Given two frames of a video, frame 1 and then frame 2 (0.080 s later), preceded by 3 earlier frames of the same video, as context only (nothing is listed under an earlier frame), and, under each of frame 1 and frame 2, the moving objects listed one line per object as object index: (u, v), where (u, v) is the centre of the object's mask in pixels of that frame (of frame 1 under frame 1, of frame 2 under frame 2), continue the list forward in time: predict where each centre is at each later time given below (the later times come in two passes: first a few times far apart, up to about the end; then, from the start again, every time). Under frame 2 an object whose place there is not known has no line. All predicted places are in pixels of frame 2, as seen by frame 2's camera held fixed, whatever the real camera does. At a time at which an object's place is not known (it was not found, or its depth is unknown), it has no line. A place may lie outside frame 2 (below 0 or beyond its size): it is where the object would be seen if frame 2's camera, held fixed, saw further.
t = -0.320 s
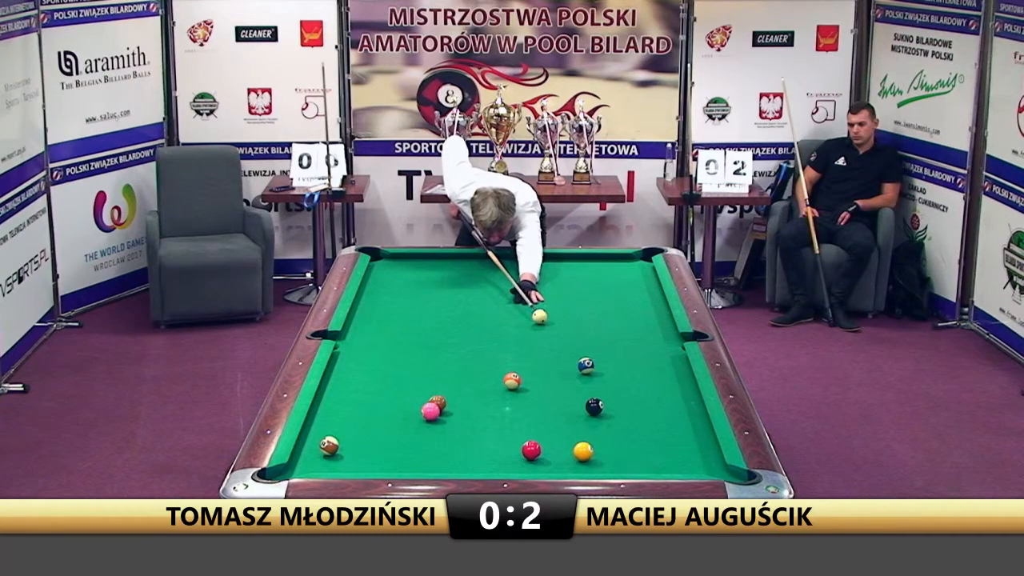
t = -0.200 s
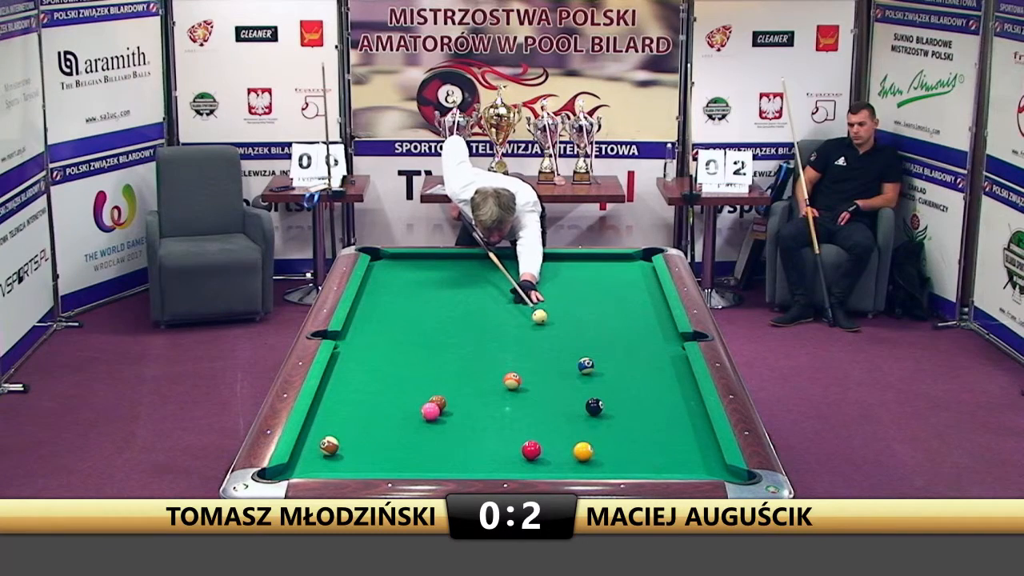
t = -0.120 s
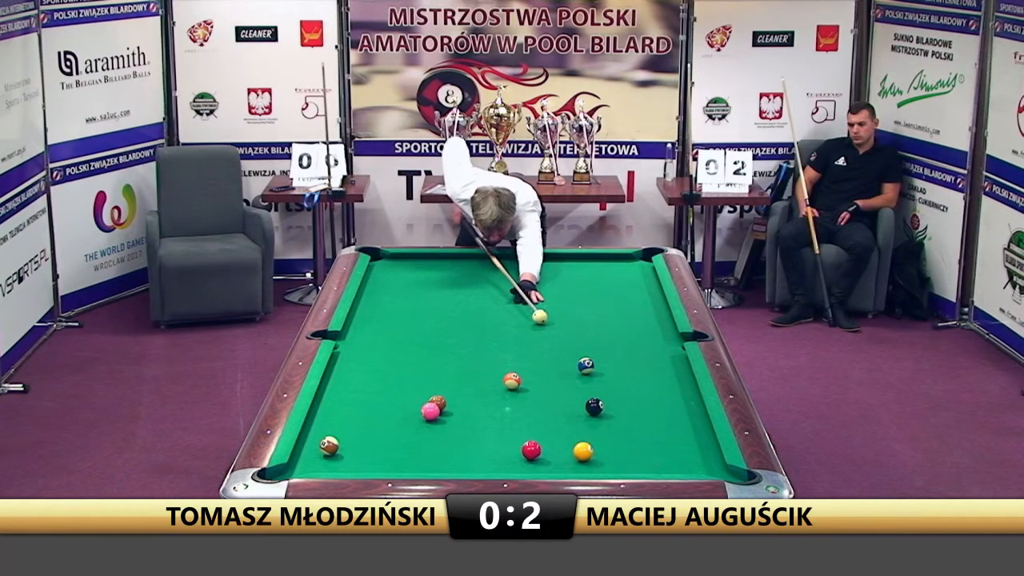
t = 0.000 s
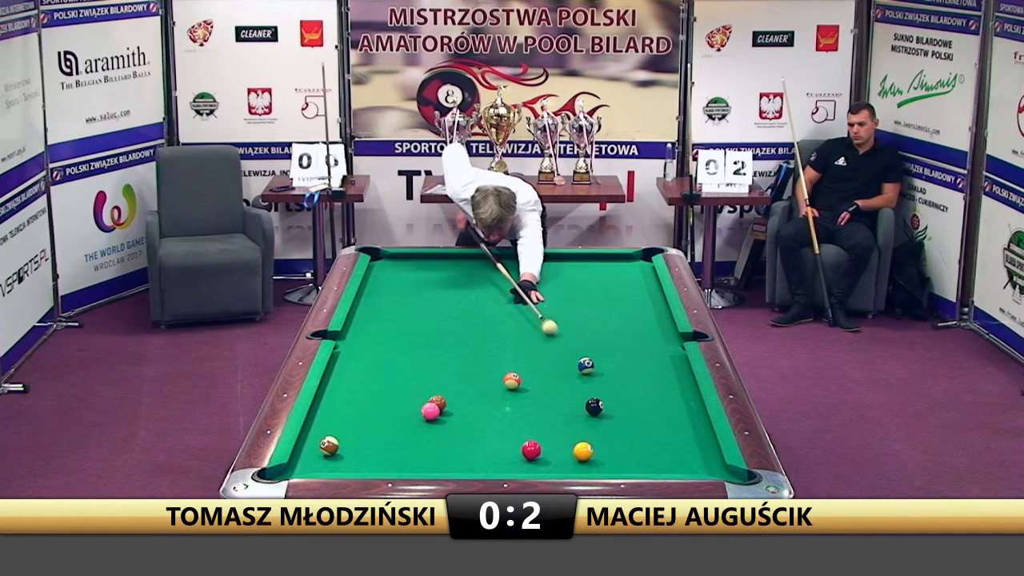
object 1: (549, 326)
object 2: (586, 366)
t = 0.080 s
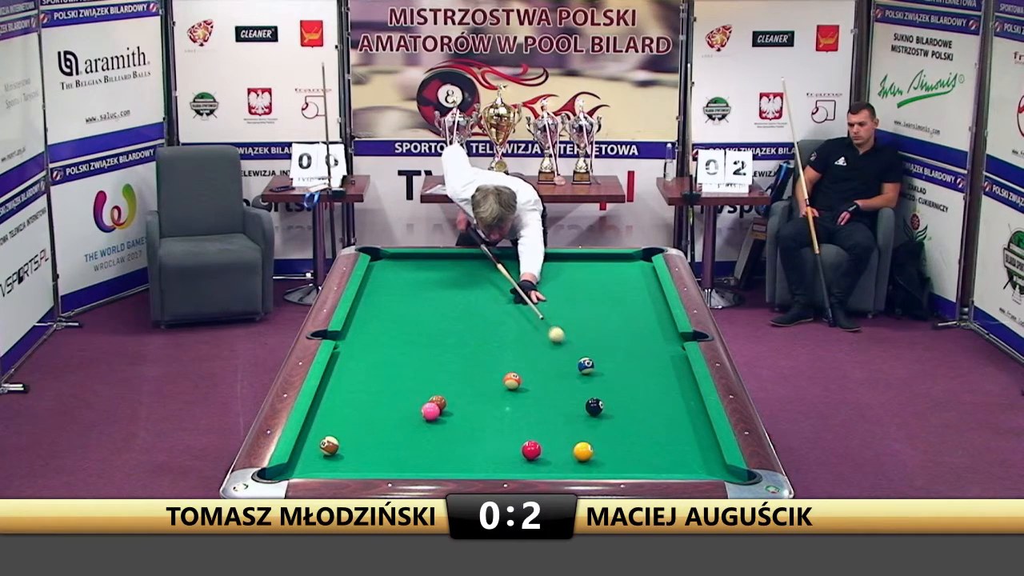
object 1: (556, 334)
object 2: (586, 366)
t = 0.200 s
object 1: (567, 346)
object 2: (585, 366)
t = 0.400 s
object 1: (578, 361)
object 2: (593, 371)
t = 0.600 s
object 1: (578, 366)
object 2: (611, 387)
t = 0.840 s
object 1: (579, 372)
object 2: (633, 404)
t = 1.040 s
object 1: (579, 377)
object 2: (651, 419)
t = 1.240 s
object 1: (580, 382)
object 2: (671, 434)
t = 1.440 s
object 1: (580, 386)
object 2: (690, 451)
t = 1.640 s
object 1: (580, 390)
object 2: (711, 466)
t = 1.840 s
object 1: (580, 394)
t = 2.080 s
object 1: (579, 397)
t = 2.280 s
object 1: (579, 400)
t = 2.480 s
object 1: (578, 403)
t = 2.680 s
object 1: (575, 404)
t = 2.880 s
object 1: (574, 405)
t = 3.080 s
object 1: (572, 406)
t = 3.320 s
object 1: (572, 406)
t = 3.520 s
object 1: (571, 407)
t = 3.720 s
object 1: (571, 407)
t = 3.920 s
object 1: (571, 407)
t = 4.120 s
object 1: (571, 407)
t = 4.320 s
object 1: (571, 407)
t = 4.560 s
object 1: (571, 407)
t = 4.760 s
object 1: (571, 407)
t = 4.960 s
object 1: (571, 407)
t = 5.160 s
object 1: (571, 407)
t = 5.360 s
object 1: (571, 407)
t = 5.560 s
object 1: (571, 407)
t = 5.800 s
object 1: (571, 407)
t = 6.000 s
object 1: (571, 407)
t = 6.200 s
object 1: (571, 407)
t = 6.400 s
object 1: (571, 407)
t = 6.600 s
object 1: (571, 407)
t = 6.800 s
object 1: (571, 407)
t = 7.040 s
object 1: (571, 407)
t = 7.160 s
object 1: (571, 407)
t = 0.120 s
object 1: (559, 338)
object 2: (585, 365)
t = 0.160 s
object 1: (563, 342)
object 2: (585, 365)
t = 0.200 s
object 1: (567, 346)
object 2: (585, 366)
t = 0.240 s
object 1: (571, 350)
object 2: (585, 366)
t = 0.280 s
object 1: (574, 354)
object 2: (585, 365)
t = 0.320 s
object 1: (576, 357)
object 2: (585, 366)
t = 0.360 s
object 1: (578, 359)
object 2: (588, 368)
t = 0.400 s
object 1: (578, 361)
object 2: (593, 371)
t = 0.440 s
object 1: (578, 362)
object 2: (597, 375)
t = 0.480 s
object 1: (578, 363)
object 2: (601, 378)
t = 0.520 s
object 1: (578, 364)
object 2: (604, 381)
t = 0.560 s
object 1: (578, 365)
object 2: (608, 384)
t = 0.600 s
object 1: (578, 366)
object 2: (611, 387)
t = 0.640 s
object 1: (579, 367)
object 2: (615, 390)
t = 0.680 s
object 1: (579, 368)
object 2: (618, 392)
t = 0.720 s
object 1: (579, 369)
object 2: (622, 395)
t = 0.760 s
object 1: (579, 370)
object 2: (625, 399)
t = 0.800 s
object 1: (579, 371)
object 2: (629, 401)
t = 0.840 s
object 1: (579, 372)
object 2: (633, 404)
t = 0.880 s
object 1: (579, 373)
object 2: (637, 407)
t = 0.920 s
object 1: (579, 374)
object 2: (640, 410)
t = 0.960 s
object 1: (579, 375)
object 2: (643, 413)
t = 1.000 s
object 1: (579, 376)
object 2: (648, 416)
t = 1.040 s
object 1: (579, 377)
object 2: (651, 419)
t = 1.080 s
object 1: (579, 378)
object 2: (654, 421)
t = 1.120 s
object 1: (580, 379)
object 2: (659, 425)
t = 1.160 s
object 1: (580, 380)
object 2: (662, 429)
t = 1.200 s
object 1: (580, 381)
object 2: (666, 431)
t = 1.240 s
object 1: (580, 382)
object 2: (671, 434)
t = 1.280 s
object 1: (580, 382)
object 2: (674, 438)
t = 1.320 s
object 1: (580, 383)
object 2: (678, 440)
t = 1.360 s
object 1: (580, 384)
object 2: (681, 444)
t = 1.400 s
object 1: (580, 385)
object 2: (687, 448)
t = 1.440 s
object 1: (580, 386)
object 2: (690, 451)
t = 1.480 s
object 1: (580, 387)
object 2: (694, 453)
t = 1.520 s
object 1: (580, 387)
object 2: (699, 457)
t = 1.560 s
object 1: (580, 388)
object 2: (703, 460)
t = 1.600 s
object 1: (580, 389)
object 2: (706, 463)
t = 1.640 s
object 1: (580, 390)
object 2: (711, 466)
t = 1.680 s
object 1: (580, 391)
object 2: (716, 469)
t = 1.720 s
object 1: (580, 392)
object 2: (719, 471)
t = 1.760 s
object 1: (580, 392)
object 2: (724, 473)
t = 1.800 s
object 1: (580, 393)
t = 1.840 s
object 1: (580, 394)
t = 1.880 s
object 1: (580, 394)
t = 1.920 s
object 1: (580, 395)
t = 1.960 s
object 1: (580, 396)
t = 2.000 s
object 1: (579, 396)
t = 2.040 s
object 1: (579, 397)
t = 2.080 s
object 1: (579, 397)
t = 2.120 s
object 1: (579, 398)
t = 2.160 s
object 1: (579, 399)
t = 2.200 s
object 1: (579, 399)
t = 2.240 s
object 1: (579, 400)
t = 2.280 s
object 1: (579, 400)
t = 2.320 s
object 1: (579, 401)
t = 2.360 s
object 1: (578, 401)
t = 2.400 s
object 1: (578, 402)
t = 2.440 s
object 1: (578, 402)
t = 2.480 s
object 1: (578, 403)
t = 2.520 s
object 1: (577, 403)
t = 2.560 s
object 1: (577, 403)
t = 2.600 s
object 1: (576, 403)
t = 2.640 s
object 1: (576, 404)
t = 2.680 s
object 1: (575, 404)
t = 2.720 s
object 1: (575, 404)
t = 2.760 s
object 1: (575, 405)
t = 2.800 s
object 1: (574, 405)
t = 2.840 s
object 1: (574, 405)
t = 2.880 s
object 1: (574, 405)
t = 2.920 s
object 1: (573, 406)
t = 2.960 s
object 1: (573, 406)
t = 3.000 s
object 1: (573, 406)
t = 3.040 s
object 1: (573, 406)
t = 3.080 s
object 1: (572, 406)
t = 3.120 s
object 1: (572, 406)
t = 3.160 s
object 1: (572, 406)
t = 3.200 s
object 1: (572, 406)
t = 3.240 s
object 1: (572, 407)
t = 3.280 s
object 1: (572, 407)
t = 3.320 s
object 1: (572, 406)
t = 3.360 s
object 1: (571, 407)
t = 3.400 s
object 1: (571, 407)
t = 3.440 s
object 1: (571, 407)
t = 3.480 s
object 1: (571, 407)
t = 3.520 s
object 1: (571, 407)
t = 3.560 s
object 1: (571, 407)
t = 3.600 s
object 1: (571, 407)
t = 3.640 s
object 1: (571, 407)
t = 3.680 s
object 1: (571, 407)
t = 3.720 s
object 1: (571, 407)
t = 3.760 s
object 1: (571, 407)
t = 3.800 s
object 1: (571, 407)
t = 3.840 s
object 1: (571, 407)
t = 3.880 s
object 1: (571, 407)
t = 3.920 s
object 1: (571, 407)
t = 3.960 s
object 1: (571, 407)
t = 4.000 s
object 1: (571, 407)
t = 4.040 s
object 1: (571, 407)
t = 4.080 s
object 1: (571, 407)
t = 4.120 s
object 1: (571, 407)
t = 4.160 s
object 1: (571, 407)
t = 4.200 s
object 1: (571, 407)
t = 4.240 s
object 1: (571, 407)
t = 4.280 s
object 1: (571, 407)
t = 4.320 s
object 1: (571, 407)
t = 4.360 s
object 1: (571, 407)
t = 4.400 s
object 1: (571, 407)
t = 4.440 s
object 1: (571, 407)
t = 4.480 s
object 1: (571, 407)
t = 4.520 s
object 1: (571, 407)
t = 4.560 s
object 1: (571, 407)
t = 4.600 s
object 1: (571, 407)
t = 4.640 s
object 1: (571, 407)
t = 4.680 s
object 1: (571, 407)
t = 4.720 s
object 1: (571, 407)
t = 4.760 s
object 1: (571, 407)
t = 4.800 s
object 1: (571, 407)
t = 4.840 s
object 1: (571, 407)
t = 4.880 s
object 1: (571, 407)
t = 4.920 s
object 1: (571, 407)
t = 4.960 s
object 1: (571, 407)
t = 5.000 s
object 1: (571, 407)
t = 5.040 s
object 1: (571, 407)
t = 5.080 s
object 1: (571, 407)
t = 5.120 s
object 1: (571, 407)
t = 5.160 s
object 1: (571, 407)
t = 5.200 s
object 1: (571, 407)
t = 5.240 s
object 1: (571, 407)
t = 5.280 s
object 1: (571, 407)
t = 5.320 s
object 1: (571, 407)
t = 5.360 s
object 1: (571, 407)
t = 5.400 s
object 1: (571, 407)
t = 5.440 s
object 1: (571, 407)
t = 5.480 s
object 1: (571, 407)
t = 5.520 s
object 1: (571, 407)
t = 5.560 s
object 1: (571, 407)
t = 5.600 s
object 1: (571, 407)
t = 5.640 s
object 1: (571, 407)
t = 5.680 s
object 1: (571, 407)
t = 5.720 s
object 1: (571, 407)
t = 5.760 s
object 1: (571, 407)
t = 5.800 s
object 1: (571, 407)
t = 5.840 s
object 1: (571, 407)
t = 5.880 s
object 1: (571, 407)
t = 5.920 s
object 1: (571, 407)
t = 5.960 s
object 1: (571, 407)
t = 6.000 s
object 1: (571, 407)
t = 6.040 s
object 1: (571, 407)
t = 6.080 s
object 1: (571, 407)
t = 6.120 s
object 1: (571, 407)
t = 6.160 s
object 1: (571, 407)
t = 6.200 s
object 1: (571, 407)
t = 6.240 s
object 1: (571, 407)
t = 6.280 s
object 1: (571, 407)
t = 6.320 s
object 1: (571, 407)
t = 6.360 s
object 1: (571, 407)
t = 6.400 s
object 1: (571, 407)
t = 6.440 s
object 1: (571, 407)
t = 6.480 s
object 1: (571, 407)
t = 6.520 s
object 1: (571, 407)
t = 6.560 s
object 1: (571, 407)
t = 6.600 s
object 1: (571, 407)
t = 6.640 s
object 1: (571, 407)
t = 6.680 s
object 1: (571, 407)
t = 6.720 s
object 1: (571, 407)
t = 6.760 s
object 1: (571, 407)
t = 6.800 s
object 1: (571, 407)
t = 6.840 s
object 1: (571, 407)
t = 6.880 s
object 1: (571, 407)
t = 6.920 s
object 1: (571, 407)
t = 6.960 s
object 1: (571, 407)
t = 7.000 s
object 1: (571, 407)
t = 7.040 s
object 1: (571, 407)
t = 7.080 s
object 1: (571, 407)
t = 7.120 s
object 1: (571, 407)
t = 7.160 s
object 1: (571, 407)
